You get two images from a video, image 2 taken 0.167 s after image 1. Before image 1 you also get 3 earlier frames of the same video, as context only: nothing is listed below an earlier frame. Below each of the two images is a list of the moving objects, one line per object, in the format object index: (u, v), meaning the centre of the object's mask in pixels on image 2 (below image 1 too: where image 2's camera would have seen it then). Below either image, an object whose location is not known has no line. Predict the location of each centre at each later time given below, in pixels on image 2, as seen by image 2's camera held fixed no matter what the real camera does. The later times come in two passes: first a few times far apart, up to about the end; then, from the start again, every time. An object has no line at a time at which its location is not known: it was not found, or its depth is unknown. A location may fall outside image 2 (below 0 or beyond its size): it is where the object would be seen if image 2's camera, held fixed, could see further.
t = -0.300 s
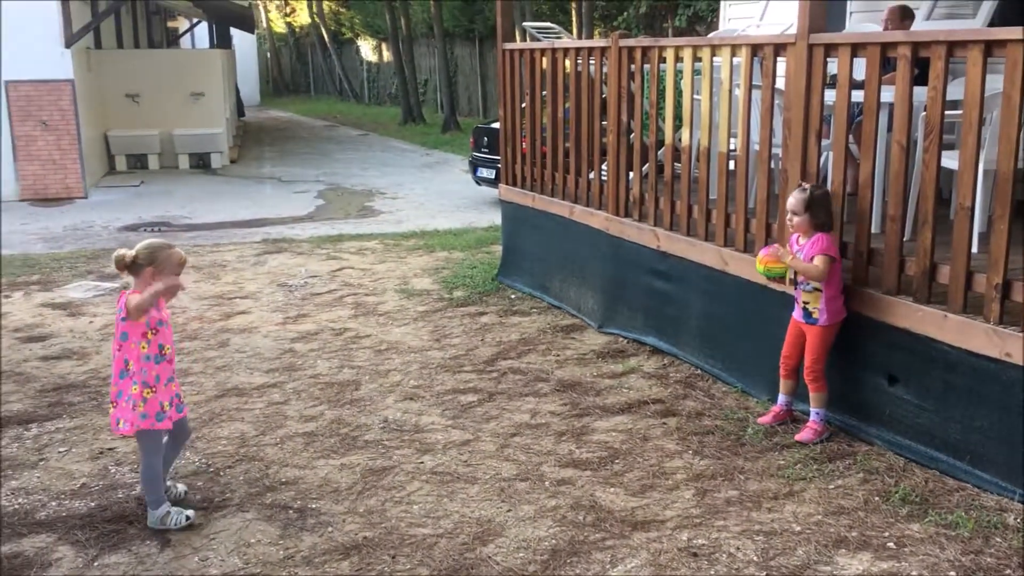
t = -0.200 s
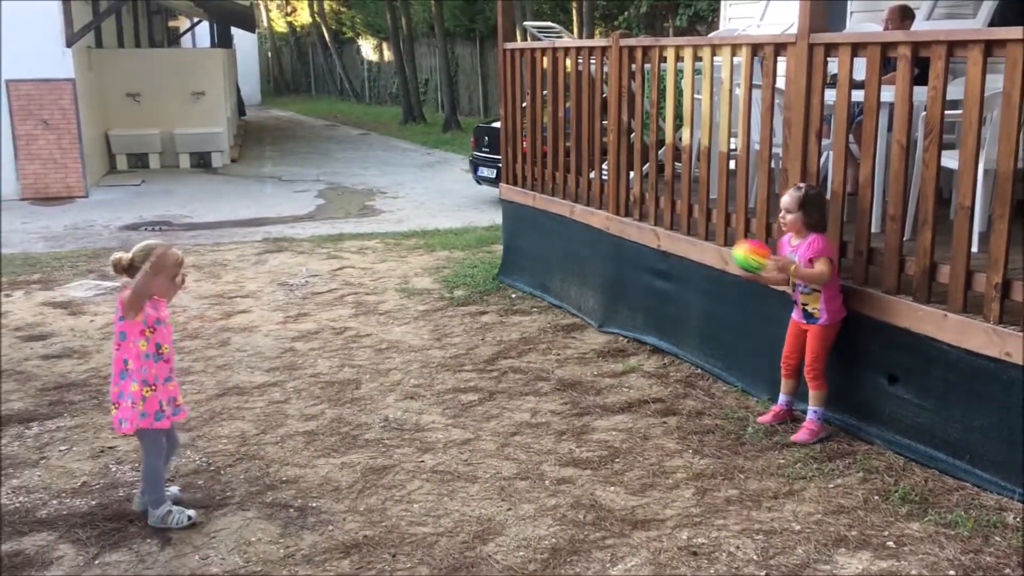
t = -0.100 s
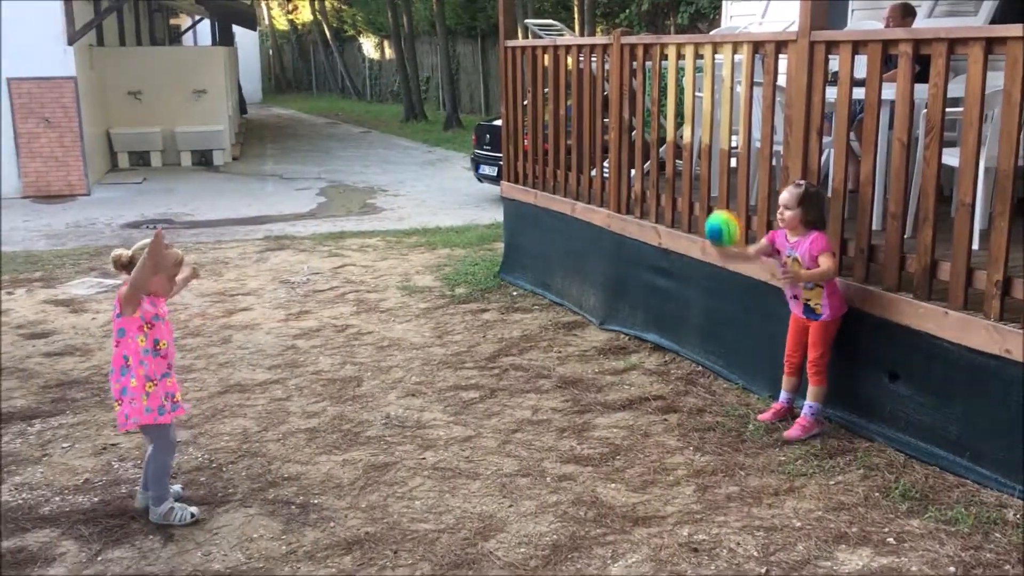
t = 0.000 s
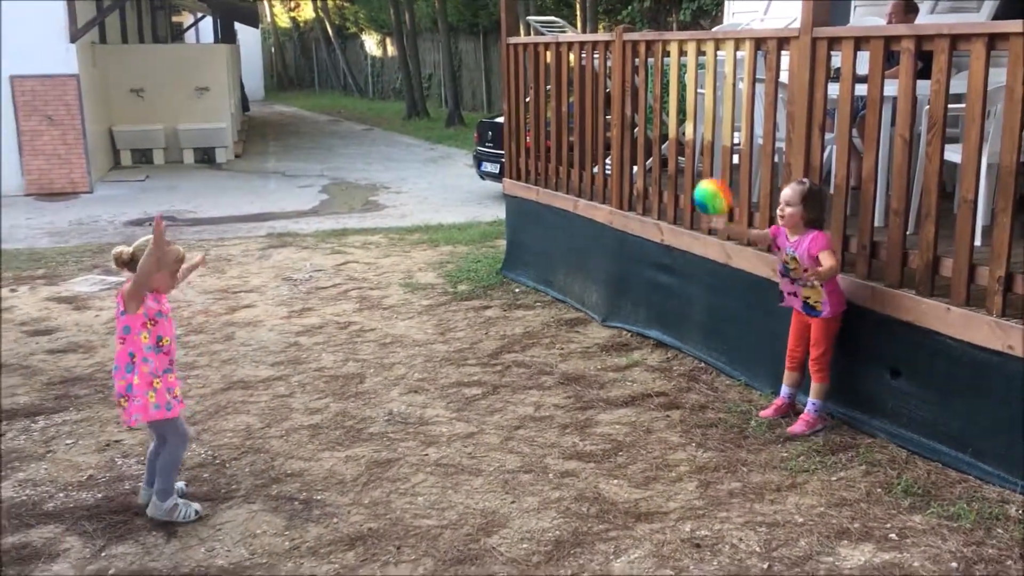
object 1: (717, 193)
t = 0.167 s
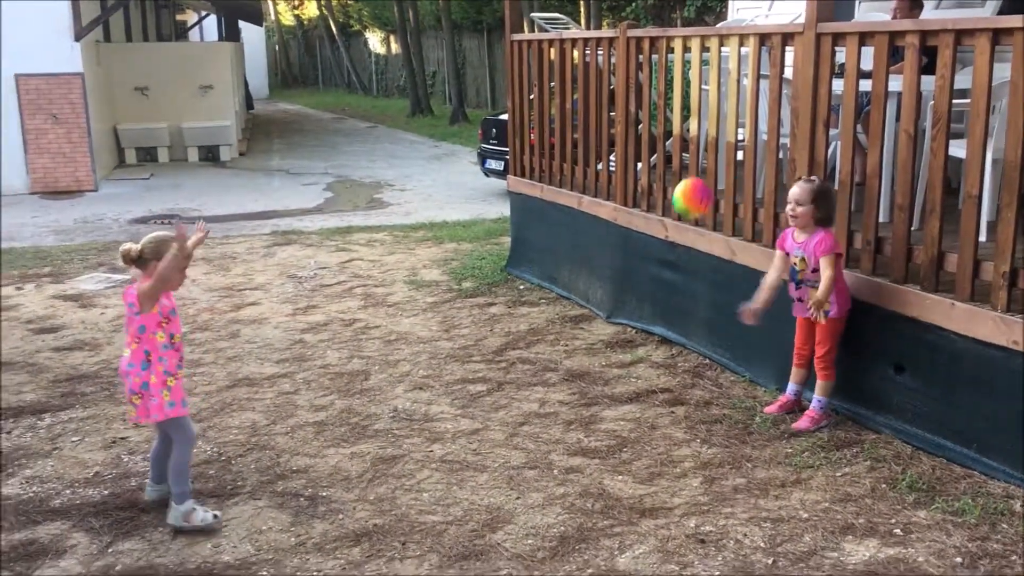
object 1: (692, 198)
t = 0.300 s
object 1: (669, 258)
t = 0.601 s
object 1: (616, 465)
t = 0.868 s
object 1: (584, 343)
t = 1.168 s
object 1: (543, 460)
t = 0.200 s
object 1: (687, 207)
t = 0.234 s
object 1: (681, 220)
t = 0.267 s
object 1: (675, 238)
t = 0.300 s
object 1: (669, 258)
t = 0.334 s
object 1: (664, 280)
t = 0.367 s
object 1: (658, 306)
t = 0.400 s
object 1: (651, 336)
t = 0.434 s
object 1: (645, 369)
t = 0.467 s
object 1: (639, 407)
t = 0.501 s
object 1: (633, 448)
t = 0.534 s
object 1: (626, 493)
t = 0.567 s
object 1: (621, 496)
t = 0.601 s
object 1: (616, 465)
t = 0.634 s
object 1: (613, 440)
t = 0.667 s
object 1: (609, 417)
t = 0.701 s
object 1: (605, 397)
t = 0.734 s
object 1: (601, 381)
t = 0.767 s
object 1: (597, 366)
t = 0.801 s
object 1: (592, 356)
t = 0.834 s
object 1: (588, 347)
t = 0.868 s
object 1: (584, 343)
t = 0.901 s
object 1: (579, 342)
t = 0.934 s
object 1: (575, 344)
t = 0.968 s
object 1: (570, 349)
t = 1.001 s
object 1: (566, 358)
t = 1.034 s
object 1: (561, 371)
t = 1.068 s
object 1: (556, 387)
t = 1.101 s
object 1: (552, 407)
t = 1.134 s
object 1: (548, 431)
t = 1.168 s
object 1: (543, 460)
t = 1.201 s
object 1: (537, 491)
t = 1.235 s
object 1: (534, 527)
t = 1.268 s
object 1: (529, 568)
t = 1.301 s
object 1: (524, 576)
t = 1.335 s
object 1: (514, 554)
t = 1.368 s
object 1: (504, 533)
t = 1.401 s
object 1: (495, 516)
